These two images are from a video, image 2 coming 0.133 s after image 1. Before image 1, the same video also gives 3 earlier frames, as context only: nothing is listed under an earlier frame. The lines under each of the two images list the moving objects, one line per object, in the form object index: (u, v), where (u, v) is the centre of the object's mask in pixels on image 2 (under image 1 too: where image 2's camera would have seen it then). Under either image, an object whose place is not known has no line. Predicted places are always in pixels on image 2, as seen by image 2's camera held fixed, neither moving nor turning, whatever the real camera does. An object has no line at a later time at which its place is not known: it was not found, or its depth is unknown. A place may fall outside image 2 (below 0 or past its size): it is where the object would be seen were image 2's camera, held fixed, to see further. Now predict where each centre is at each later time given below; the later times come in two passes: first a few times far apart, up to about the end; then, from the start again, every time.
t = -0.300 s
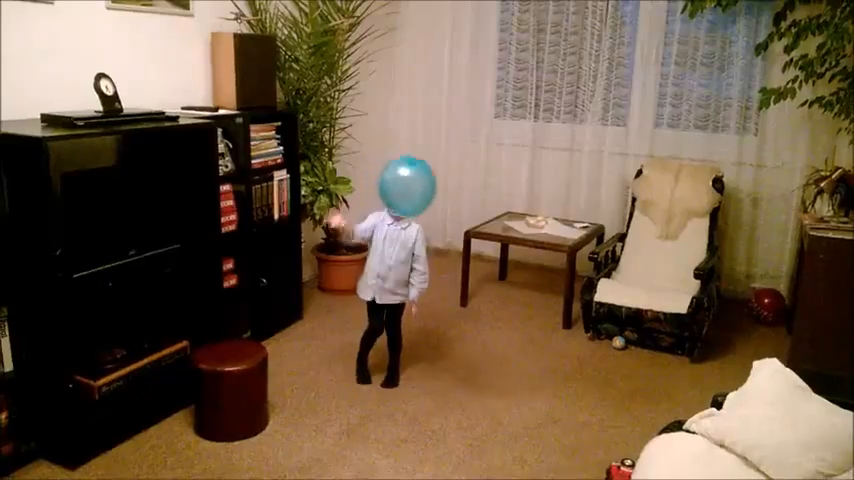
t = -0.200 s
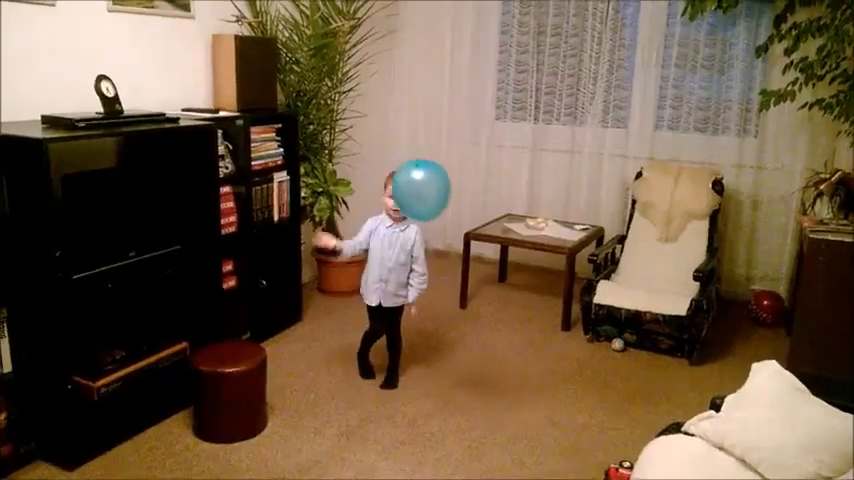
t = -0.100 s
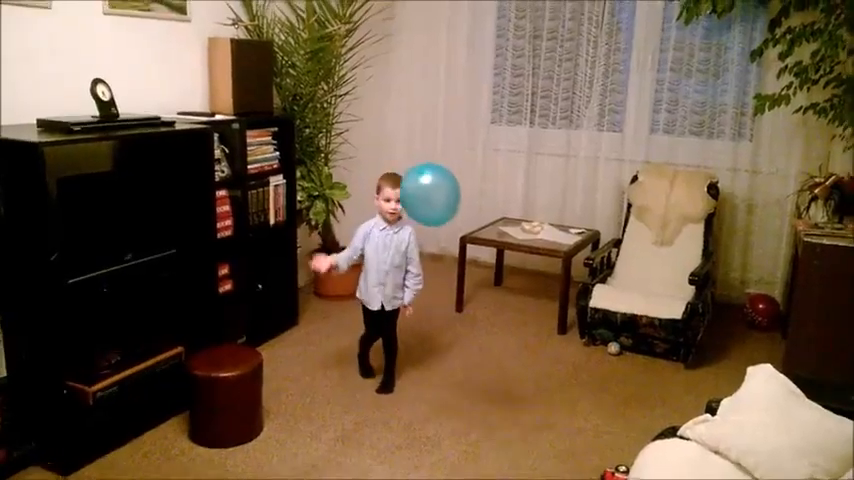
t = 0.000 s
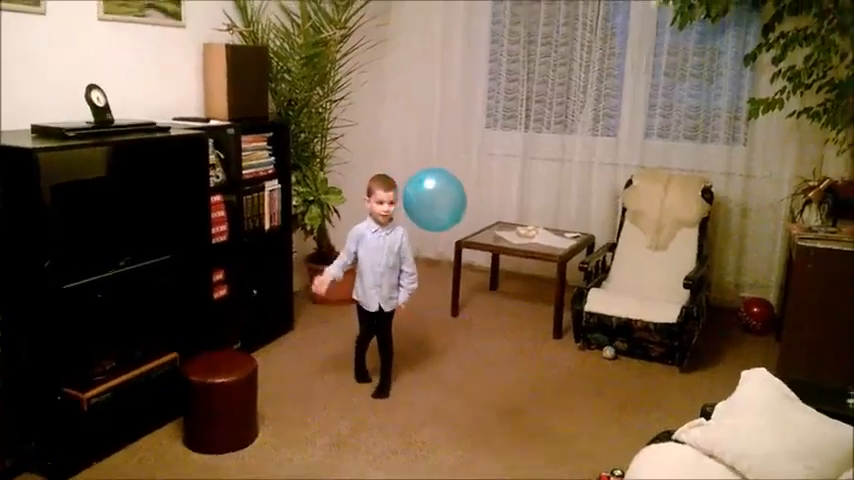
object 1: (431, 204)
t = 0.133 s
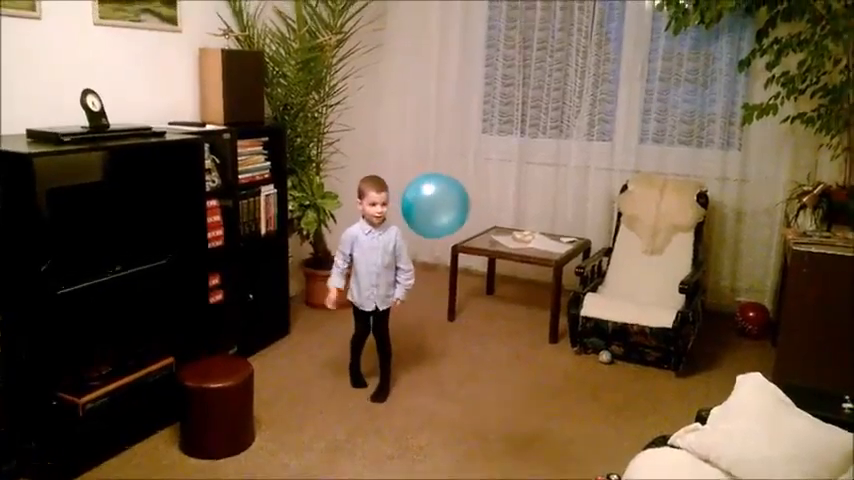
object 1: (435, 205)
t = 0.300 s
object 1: (422, 219)
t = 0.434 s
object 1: (398, 256)
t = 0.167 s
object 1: (434, 206)
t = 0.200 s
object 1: (434, 208)
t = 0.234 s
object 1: (432, 211)
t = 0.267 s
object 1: (429, 213)
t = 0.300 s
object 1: (422, 219)
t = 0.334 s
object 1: (417, 226)
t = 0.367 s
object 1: (410, 235)
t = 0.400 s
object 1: (403, 246)
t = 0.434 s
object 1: (398, 256)
